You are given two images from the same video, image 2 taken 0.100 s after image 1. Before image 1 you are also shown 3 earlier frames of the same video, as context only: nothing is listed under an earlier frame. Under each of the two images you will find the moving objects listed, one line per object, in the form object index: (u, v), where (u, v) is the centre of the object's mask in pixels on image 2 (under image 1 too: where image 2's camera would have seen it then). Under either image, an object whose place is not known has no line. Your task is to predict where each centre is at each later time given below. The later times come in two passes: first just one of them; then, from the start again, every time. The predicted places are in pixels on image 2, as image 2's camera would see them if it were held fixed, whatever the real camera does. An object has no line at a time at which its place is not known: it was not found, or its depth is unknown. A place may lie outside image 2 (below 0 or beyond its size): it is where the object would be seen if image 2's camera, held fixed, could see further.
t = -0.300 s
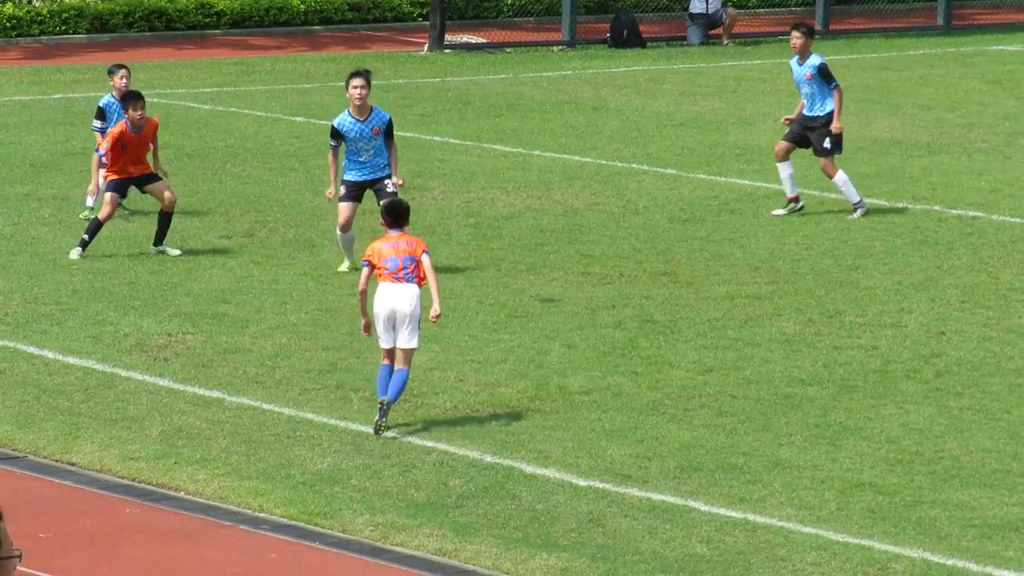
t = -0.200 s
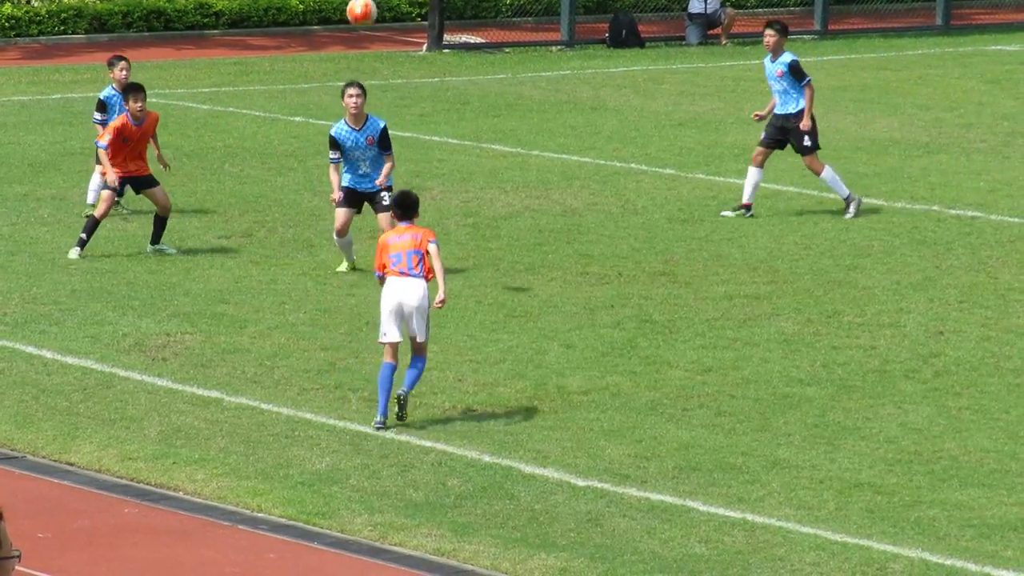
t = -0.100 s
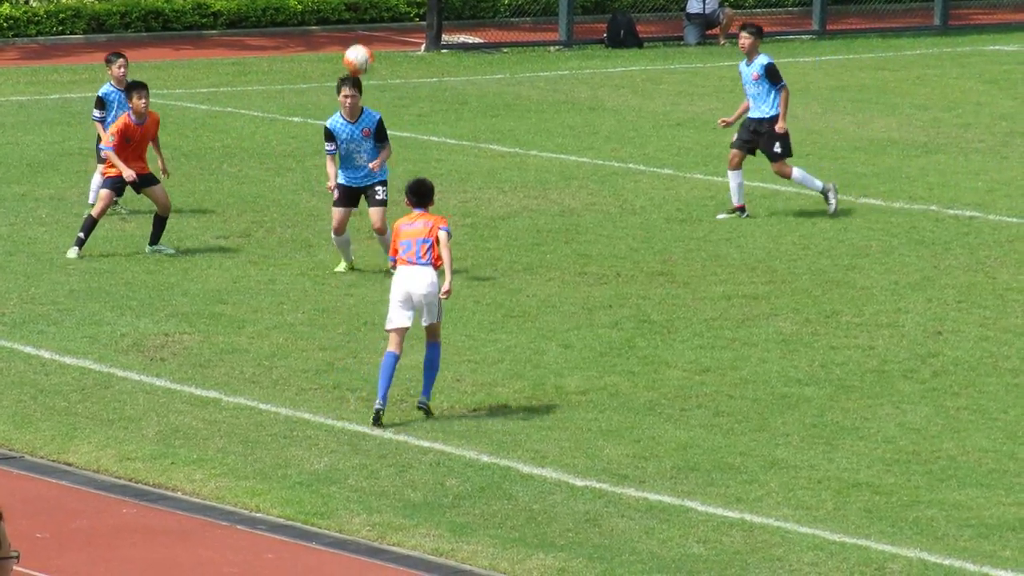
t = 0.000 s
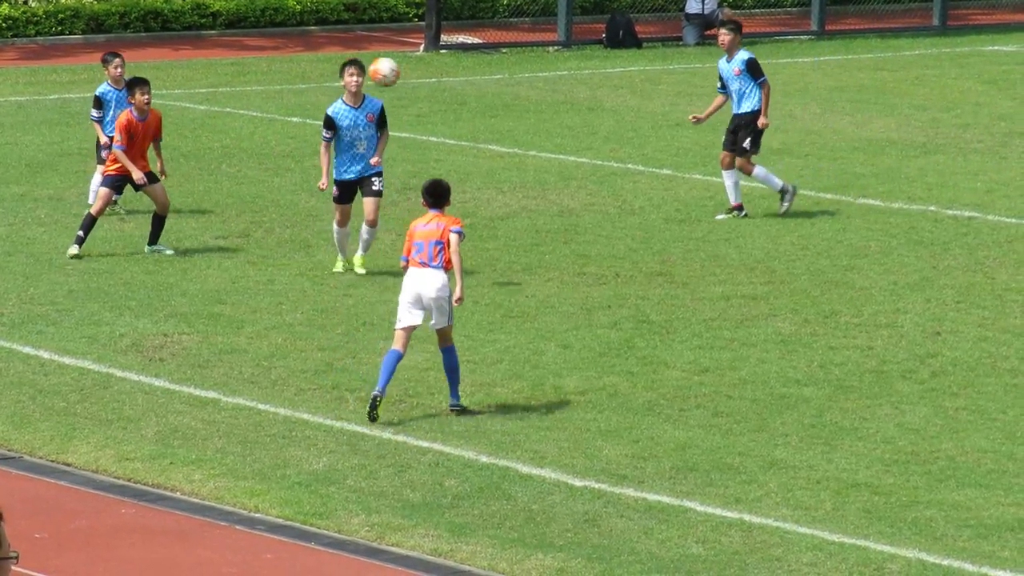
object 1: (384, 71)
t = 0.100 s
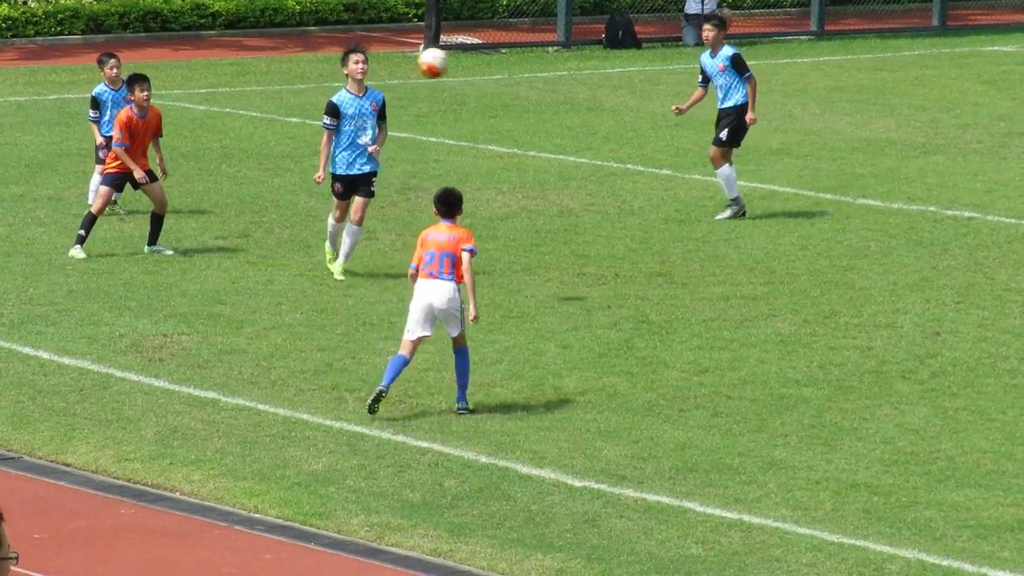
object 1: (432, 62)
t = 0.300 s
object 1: (535, 90)
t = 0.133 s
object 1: (449, 63)
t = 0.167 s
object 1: (467, 65)
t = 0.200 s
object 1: (484, 70)
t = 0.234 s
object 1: (501, 75)
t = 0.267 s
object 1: (519, 81)
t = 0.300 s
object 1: (535, 90)
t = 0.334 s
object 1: (553, 101)
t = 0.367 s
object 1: (571, 114)
